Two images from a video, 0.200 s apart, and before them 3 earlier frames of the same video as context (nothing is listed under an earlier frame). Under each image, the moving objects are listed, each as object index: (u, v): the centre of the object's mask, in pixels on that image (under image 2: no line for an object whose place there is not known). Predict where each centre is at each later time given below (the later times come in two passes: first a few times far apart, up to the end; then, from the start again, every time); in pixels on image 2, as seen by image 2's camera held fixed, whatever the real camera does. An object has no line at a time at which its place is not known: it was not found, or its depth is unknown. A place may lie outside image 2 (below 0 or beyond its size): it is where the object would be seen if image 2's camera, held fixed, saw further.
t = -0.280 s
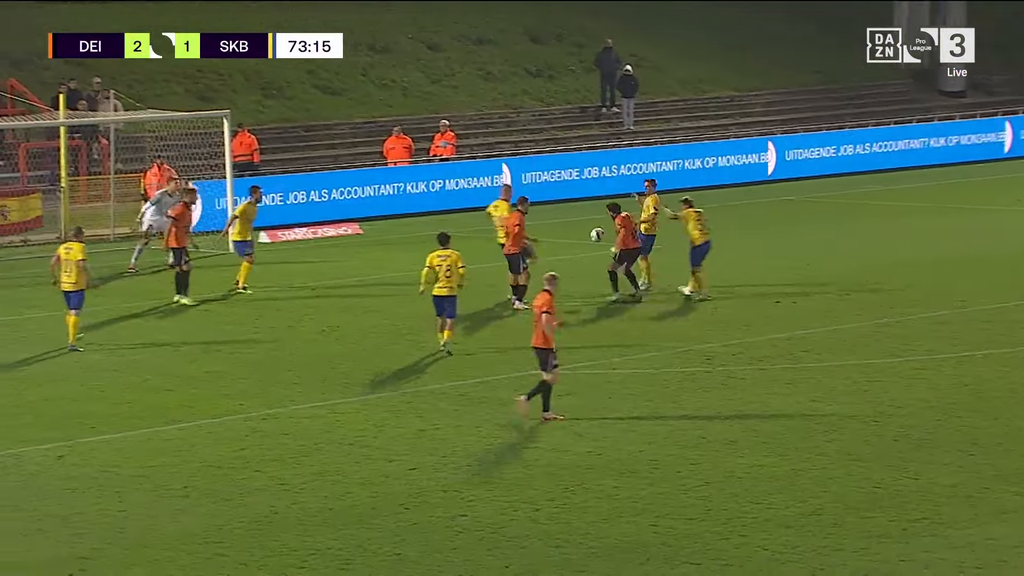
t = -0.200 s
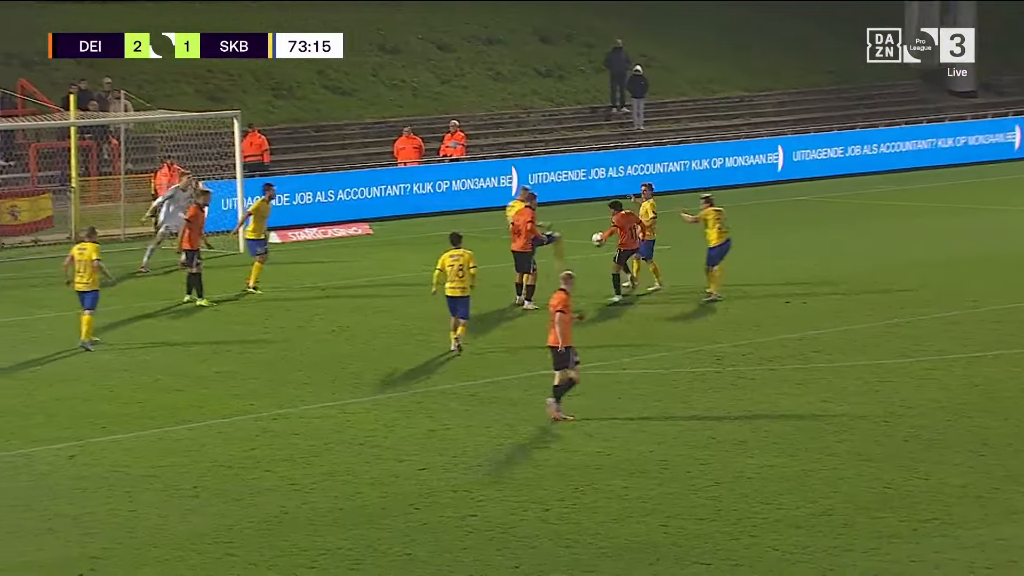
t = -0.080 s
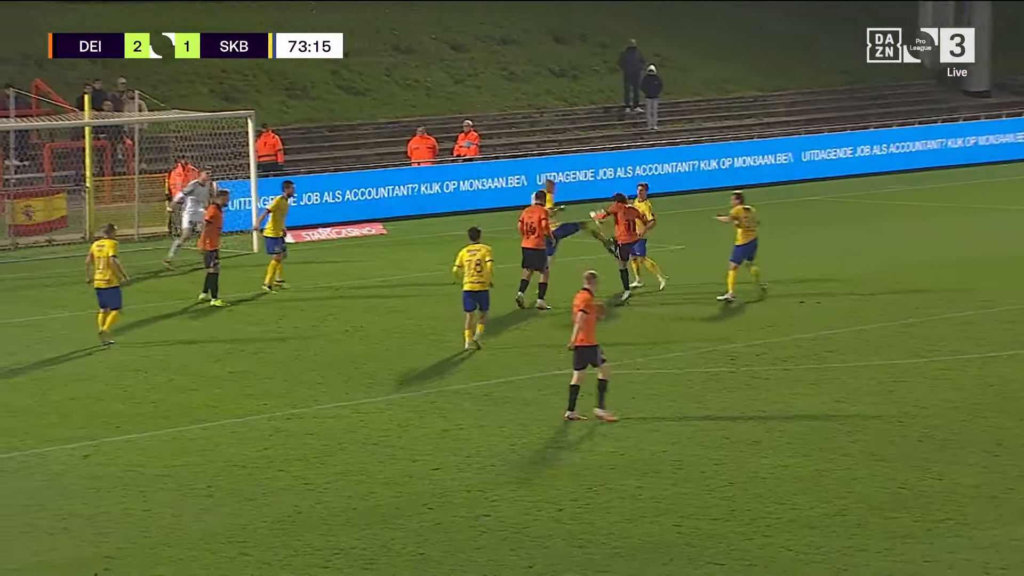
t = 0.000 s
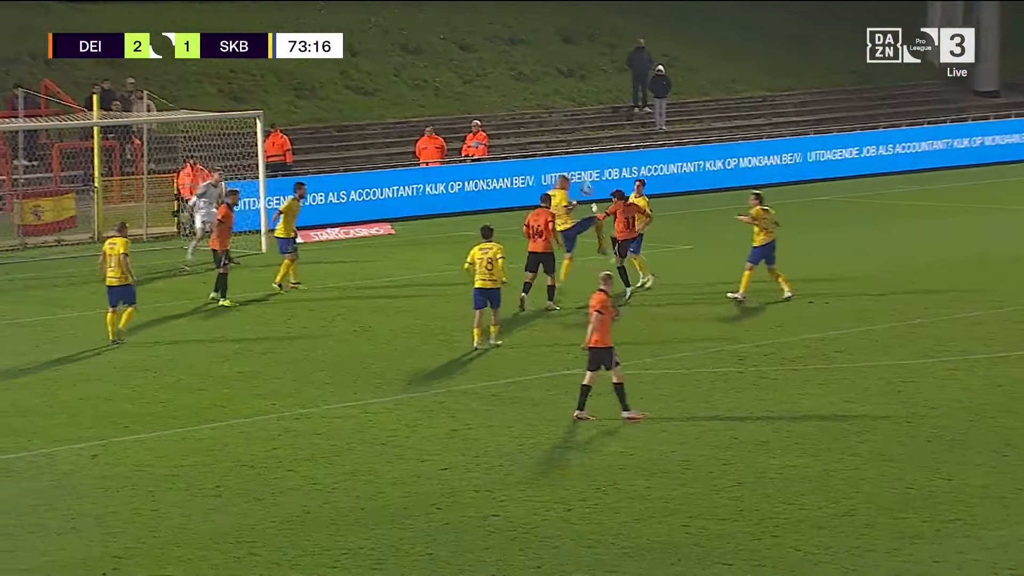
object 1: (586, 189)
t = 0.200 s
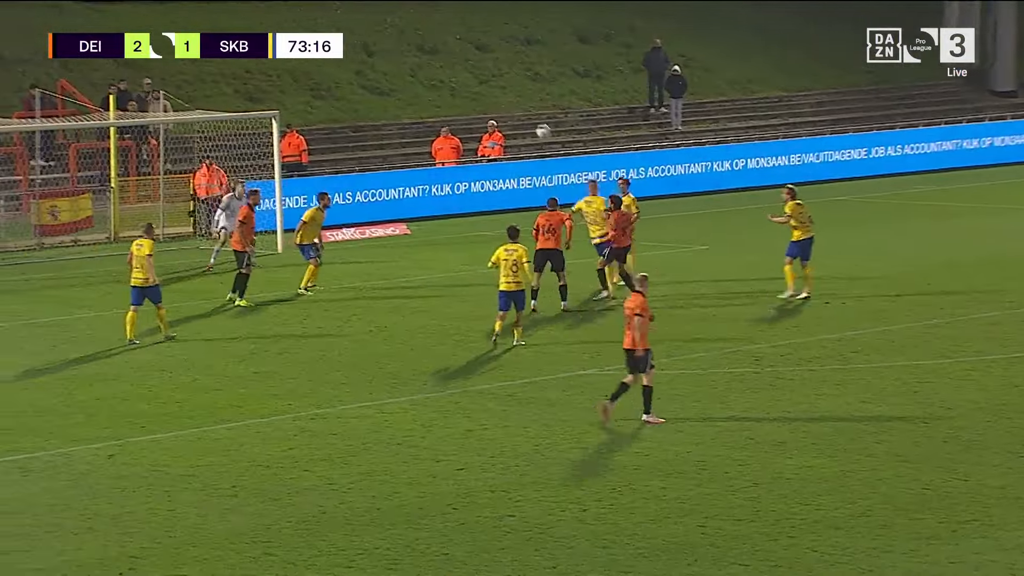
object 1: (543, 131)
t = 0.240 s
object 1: (532, 122)
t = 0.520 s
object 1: (459, 93)
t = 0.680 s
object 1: (418, 96)
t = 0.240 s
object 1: (532, 122)
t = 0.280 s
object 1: (521, 115)
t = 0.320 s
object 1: (511, 109)
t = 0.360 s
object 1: (500, 103)
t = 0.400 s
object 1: (490, 99)
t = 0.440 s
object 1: (480, 96)
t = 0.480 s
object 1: (470, 95)
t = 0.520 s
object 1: (459, 93)
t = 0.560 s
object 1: (448, 92)
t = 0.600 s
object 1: (438, 93)
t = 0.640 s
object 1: (429, 94)
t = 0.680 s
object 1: (418, 96)
